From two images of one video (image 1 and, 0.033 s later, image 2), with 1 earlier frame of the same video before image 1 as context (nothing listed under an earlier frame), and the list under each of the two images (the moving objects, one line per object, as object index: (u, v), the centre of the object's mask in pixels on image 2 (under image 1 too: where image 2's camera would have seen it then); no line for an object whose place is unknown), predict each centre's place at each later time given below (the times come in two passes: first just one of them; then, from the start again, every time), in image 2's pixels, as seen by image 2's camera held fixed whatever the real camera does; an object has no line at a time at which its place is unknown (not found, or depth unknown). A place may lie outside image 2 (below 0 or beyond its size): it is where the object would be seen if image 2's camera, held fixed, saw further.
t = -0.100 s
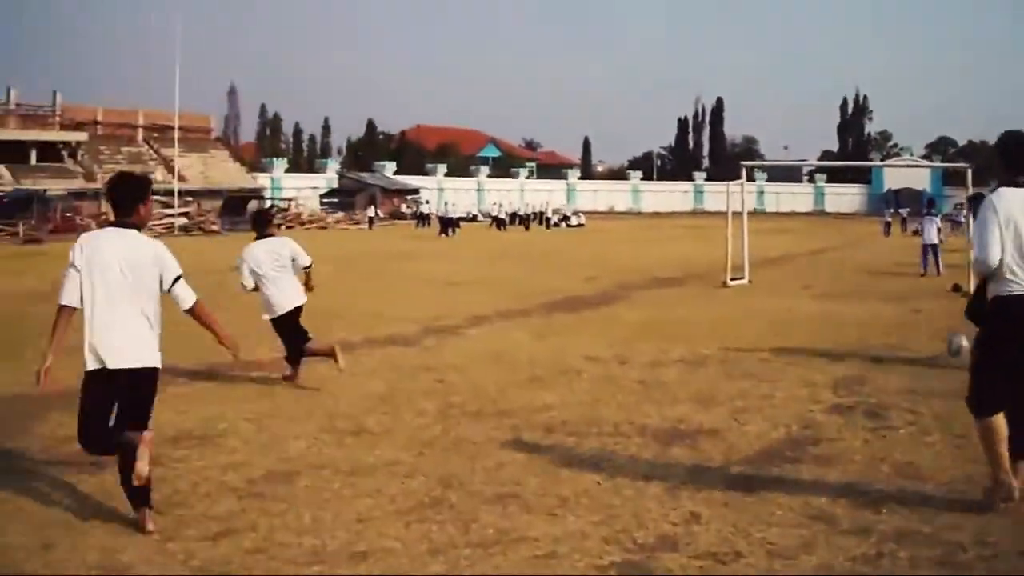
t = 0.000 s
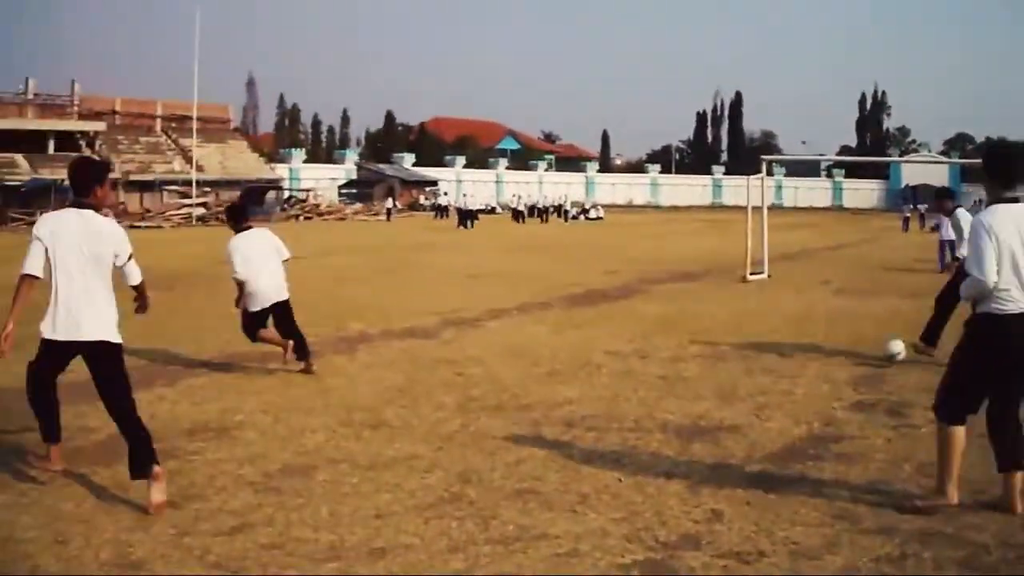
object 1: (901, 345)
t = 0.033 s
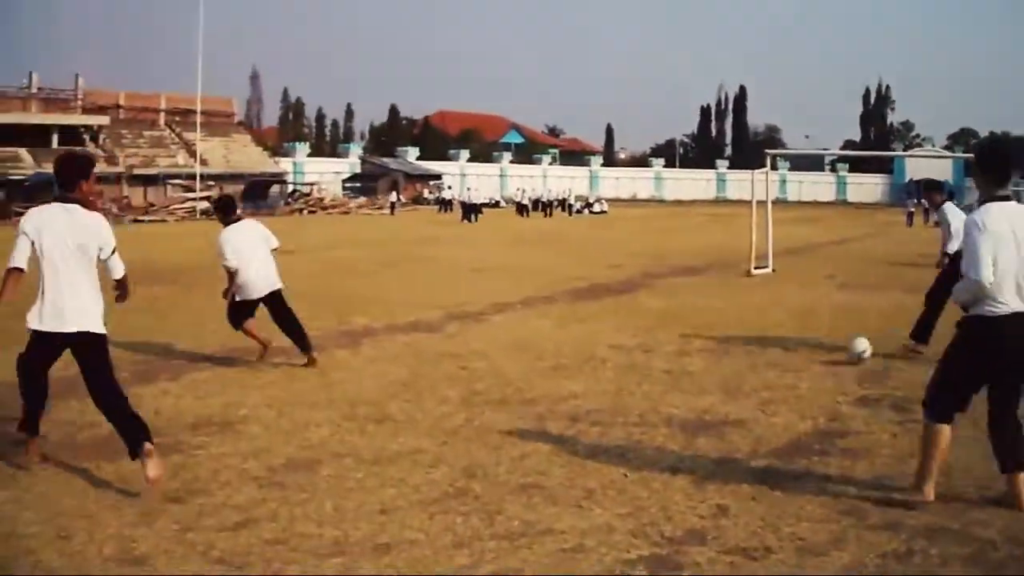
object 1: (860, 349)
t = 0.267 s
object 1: (547, 357)
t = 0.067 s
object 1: (818, 355)
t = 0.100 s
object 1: (775, 358)
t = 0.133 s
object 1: (733, 355)
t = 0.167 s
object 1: (689, 354)
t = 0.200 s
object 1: (643, 353)
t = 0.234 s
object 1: (596, 354)
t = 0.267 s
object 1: (547, 357)
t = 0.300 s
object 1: (496, 361)
